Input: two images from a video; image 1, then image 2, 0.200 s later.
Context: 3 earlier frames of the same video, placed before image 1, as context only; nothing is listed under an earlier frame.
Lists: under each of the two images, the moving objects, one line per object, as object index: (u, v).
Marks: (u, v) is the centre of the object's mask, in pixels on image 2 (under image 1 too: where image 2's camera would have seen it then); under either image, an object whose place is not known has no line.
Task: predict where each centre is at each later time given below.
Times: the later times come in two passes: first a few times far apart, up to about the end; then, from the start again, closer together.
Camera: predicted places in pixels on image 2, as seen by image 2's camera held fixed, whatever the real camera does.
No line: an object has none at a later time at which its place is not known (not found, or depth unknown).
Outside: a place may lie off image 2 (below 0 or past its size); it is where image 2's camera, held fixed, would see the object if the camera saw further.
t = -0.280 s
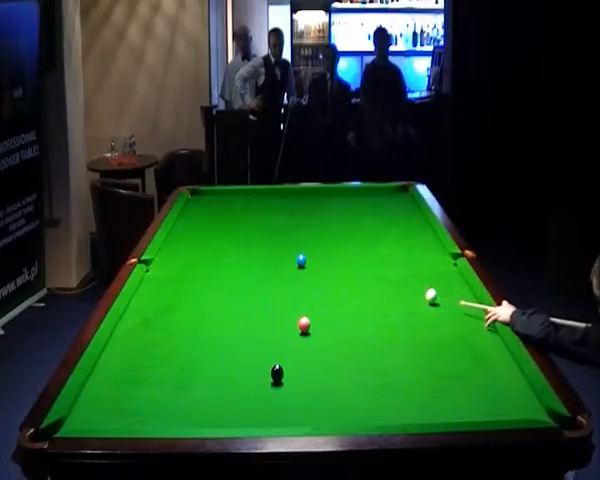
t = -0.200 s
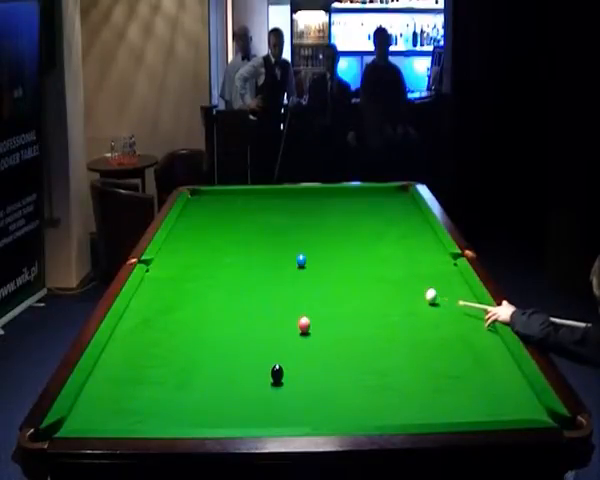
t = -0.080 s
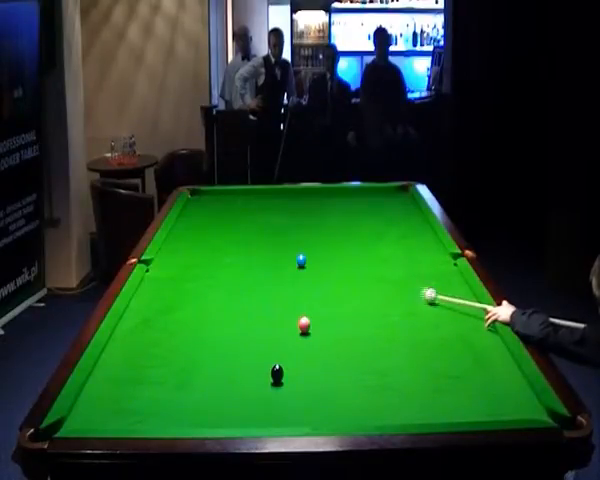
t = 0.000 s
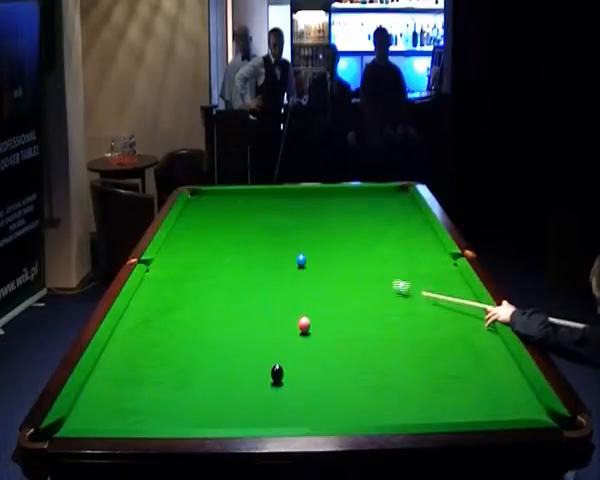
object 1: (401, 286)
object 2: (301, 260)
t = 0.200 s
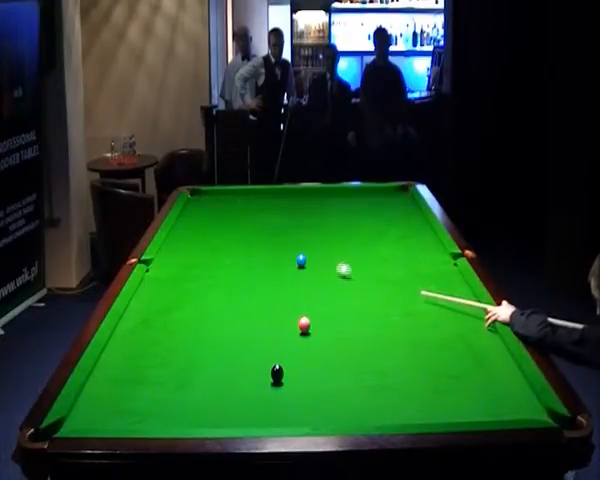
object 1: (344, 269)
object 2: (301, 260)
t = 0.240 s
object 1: (334, 267)
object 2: (301, 260)
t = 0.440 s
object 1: (307, 253)
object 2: (285, 261)
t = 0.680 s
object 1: (293, 239)
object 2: (252, 262)
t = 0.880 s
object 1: (283, 228)
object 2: (228, 263)
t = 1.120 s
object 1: (272, 217)
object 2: (199, 263)
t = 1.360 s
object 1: (262, 207)
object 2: (171, 264)
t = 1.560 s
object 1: (255, 199)
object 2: (149, 264)
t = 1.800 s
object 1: (247, 191)
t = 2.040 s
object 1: (243, 194)
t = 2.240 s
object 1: (241, 198)
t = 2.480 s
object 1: (237, 203)
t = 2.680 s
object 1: (235, 207)
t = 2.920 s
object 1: (231, 212)
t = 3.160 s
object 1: (228, 217)
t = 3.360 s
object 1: (225, 222)
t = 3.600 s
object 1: (222, 226)
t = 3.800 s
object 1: (219, 231)
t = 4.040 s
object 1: (216, 236)
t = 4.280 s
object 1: (212, 241)
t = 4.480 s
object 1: (209, 245)
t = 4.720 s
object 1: (206, 251)
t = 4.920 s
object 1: (203, 255)
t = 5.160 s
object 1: (199, 259)
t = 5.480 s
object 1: (196, 266)
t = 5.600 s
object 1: (194, 268)
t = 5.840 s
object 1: (191, 273)
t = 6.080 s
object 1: (188, 277)
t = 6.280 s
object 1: (185, 281)
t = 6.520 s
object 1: (183, 285)
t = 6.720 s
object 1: (181, 288)
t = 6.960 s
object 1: (178, 292)
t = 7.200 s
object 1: (176, 295)
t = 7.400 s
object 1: (174, 297)
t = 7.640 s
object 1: (172, 300)
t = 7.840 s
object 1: (171, 302)
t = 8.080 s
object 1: (169, 304)
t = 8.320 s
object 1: (168, 306)
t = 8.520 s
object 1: (167, 307)
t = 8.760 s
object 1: (166, 309)
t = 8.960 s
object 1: (166, 309)
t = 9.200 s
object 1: (166, 310)
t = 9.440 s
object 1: (166, 310)
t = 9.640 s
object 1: (166, 310)
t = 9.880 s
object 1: (166, 310)
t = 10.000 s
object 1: (166, 310)
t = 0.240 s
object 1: (334, 267)
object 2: (301, 260)
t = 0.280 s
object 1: (325, 264)
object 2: (301, 260)
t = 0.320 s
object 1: (316, 262)
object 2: (301, 260)
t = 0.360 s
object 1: (310, 258)
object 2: (298, 260)
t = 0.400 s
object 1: (309, 256)
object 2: (291, 260)
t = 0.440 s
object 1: (307, 253)
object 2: (285, 261)
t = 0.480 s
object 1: (305, 251)
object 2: (278, 261)
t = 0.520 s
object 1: (302, 248)
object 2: (273, 261)
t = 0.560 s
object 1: (300, 246)
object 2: (267, 261)
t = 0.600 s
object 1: (298, 243)
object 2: (262, 261)
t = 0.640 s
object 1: (296, 241)
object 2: (257, 262)
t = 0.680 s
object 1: (293, 239)
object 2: (252, 262)
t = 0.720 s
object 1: (292, 237)
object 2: (248, 262)
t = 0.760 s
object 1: (289, 234)
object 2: (242, 262)
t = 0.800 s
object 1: (287, 232)
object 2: (237, 262)
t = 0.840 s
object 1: (285, 230)
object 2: (232, 262)
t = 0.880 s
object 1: (283, 228)
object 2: (228, 263)
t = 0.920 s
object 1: (281, 226)
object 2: (223, 263)
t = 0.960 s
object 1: (279, 224)
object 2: (218, 263)
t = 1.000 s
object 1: (277, 222)
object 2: (213, 263)
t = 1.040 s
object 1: (276, 220)
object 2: (208, 263)
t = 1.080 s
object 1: (274, 219)
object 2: (203, 263)
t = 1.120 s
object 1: (272, 217)
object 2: (199, 263)
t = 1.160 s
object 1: (270, 215)
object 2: (194, 263)
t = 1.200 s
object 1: (269, 214)
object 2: (189, 264)
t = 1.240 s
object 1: (267, 212)
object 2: (185, 264)
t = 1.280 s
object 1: (266, 210)
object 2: (180, 264)
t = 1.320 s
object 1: (264, 208)
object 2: (175, 264)
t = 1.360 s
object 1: (262, 207)
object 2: (171, 264)
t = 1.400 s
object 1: (261, 205)
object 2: (167, 264)
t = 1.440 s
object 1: (259, 204)
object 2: (162, 264)
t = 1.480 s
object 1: (258, 202)
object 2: (157, 264)
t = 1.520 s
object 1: (257, 201)
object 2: (153, 264)
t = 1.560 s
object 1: (255, 199)
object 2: (149, 264)
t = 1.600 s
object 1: (254, 198)
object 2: (147, 264)
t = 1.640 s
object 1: (252, 196)
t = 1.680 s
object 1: (251, 195)
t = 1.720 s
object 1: (249, 194)
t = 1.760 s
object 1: (248, 193)
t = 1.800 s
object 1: (247, 191)
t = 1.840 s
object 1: (246, 190)
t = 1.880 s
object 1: (245, 190)
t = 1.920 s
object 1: (245, 192)
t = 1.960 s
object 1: (244, 192)
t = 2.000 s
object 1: (244, 193)
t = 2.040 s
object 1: (243, 194)
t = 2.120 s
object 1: (242, 195)
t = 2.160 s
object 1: (242, 196)
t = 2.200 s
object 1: (241, 197)
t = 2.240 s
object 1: (241, 198)
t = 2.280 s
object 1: (240, 199)
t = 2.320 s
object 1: (239, 199)
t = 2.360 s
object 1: (239, 200)
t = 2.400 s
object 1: (238, 201)
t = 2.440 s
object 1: (238, 202)
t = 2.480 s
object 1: (237, 203)
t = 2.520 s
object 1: (237, 204)
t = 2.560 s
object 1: (236, 205)
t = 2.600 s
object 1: (236, 205)
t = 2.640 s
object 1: (235, 206)
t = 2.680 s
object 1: (235, 207)
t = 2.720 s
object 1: (234, 208)
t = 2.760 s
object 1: (233, 208)
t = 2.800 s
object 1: (233, 209)
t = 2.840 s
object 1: (232, 210)
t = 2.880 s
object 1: (232, 211)
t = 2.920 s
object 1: (231, 212)
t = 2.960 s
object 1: (231, 213)
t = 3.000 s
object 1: (230, 213)
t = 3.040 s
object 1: (230, 214)
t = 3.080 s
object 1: (229, 215)
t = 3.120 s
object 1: (228, 216)
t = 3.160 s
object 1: (228, 217)
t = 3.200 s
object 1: (227, 218)
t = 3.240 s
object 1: (227, 219)
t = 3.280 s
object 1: (226, 219)
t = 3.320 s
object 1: (226, 220)
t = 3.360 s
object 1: (225, 222)
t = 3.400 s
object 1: (225, 222)
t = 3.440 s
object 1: (224, 223)
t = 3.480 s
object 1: (224, 224)
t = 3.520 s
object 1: (223, 225)
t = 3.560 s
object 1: (222, 226)
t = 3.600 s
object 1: (222, 226)
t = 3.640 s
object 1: (221, 227)
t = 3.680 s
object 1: (221, 228)
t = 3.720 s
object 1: (220, 229)
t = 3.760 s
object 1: (220, 230)
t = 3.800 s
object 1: (219, 231)
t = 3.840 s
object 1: (218, 231)
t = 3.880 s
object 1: (218, 232)
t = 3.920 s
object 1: (217, 234)
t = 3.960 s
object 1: (217, 234)
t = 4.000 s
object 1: (217, 235)
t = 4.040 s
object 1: (216, 236)
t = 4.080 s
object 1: (215, 237)
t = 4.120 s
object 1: (215, 237)
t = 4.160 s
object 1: (214, 238)
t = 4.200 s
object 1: (213, 239)
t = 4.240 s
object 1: (213, 240)
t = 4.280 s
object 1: (212, 241)
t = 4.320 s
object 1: (212, 242)
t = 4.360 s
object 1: (211, 243)
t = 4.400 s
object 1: (211, 244)
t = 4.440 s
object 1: (210, 245)
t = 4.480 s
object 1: (209, 245)
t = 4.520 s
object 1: (209, 246)
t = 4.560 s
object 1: (208, 247)
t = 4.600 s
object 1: (208, 248)
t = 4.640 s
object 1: (207, 249)
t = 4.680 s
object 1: (207, 250)
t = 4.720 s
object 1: (206, 251)
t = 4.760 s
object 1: (205, 251)
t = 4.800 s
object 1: (205, 252)
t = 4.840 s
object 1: (204, 253)
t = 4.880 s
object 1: (204, 254)
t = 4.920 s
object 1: (203, 255)
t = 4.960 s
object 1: (202, 255)
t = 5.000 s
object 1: (202, 256)
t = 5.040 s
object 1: (201, 257)
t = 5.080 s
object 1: (201, 258)
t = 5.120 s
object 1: (200, 259)
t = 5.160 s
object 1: (199, 259)
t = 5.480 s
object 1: (196, 266)
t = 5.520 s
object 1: (195, 267)
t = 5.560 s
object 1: (195, 267)
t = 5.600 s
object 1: (194, 268)
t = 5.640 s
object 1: (194, 269)
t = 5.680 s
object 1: (193, 270)
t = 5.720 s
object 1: (193, 270)
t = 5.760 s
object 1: (192, 271)
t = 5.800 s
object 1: (192, 272)
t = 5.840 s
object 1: (191, 273)
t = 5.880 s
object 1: (190, 274)
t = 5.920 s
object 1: (190, 275)
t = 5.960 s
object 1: (189, 275)
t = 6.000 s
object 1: (189, 276)
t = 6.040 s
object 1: (189, 277)
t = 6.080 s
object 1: (188, 277)
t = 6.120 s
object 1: (187, 278)
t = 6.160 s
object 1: (187, 279)
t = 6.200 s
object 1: (187, 280)
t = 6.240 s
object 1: (186, 280)
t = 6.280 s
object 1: (185, 281)
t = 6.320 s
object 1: (185, 282)
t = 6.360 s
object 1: (184, 282)
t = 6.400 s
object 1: (184, 283)
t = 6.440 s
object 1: (184, 283)
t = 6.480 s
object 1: (183, 284)
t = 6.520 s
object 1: (183, 285)
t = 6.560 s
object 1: (182, 286)
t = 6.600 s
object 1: (182, 286)
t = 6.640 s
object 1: (181, 287)
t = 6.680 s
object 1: (181, 287)
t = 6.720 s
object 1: (181, 288)
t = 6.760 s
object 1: (180, 289)
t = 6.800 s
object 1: (180, 289)
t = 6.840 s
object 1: (179, 290)
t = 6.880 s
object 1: (179, 290)
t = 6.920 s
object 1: (179, 291)
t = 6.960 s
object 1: (178, 292)
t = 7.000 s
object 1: (178, 292)
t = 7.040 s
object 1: (178, 293)
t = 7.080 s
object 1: (177, 293)
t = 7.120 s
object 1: (177, 294)
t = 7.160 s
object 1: (176, 294)
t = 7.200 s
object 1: (176, 295)
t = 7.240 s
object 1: (176, 295)
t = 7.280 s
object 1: (175, 296)
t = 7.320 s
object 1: (175, 296)
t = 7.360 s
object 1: (175, 297)
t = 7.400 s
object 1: (174, 297)
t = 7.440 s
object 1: (174, 298)
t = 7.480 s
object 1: (174, 298)
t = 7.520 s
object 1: (173, 298)
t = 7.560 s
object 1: (173, 299)
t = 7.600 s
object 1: (173, 300)
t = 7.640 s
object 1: (172, 300)
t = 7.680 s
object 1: (172, 300)
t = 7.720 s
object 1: (172, 301)
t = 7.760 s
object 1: (171, 301)
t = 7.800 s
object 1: (171, 302)
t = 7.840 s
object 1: (171, 302)
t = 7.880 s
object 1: (171, 302)
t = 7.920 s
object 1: (170, 303)
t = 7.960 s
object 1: (170, 303)
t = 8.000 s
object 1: (170, 303)
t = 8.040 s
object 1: (169, 304)
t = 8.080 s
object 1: (169, 304)
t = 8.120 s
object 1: (169, 304)
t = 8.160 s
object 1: (169, 305)
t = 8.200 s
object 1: (169, 305)
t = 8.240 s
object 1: (168, 306)
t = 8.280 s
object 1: (168, 306)
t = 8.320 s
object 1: (168, 306)
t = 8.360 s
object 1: (168, 306)
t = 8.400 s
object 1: (168, 307)
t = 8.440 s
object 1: (167, 307)
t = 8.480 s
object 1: (167, 307)
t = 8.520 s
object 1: (167, 307)
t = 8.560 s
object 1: (167, 308)
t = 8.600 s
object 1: (167, 308)
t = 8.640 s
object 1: (167, 308)
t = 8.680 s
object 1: (167, 308)
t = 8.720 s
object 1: (167, 308)
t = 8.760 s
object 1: (166, 309)
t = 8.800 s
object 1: (166, 309)
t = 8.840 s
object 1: (166, 309)
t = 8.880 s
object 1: (166, 309)
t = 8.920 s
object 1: (166, 309)
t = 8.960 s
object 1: (166, 309)
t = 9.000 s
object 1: (166, 309)
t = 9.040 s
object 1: (166, 310)
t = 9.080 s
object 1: (166, 310)
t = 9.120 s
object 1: (166, 310)
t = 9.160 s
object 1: (166, 310)
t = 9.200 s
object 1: (166, 310)
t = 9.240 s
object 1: (166, 310)
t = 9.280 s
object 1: (166, 310)
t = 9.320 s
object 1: (166, 310)
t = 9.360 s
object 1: (166, 310)
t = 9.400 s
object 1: (166, 310)
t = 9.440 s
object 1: (166, 310)
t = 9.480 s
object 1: (166, 310)
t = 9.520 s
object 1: (166, 310)
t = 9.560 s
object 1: (166, 310)
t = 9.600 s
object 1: (166, 310)
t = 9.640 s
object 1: (166, 310)
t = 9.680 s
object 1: (166, 310)
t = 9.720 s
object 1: (166, 310)
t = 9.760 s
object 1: (166, 310)
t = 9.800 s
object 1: (166, 310)
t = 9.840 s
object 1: (166, 310)
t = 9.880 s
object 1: (166, 310)
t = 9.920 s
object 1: (166, 310)
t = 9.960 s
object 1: (166, 310)
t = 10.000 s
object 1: (166, 310)
